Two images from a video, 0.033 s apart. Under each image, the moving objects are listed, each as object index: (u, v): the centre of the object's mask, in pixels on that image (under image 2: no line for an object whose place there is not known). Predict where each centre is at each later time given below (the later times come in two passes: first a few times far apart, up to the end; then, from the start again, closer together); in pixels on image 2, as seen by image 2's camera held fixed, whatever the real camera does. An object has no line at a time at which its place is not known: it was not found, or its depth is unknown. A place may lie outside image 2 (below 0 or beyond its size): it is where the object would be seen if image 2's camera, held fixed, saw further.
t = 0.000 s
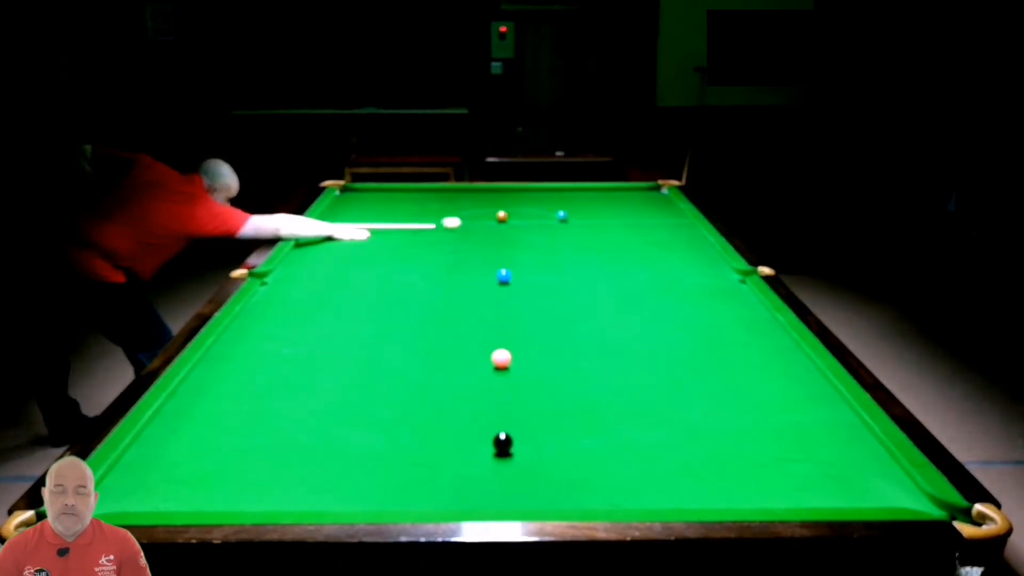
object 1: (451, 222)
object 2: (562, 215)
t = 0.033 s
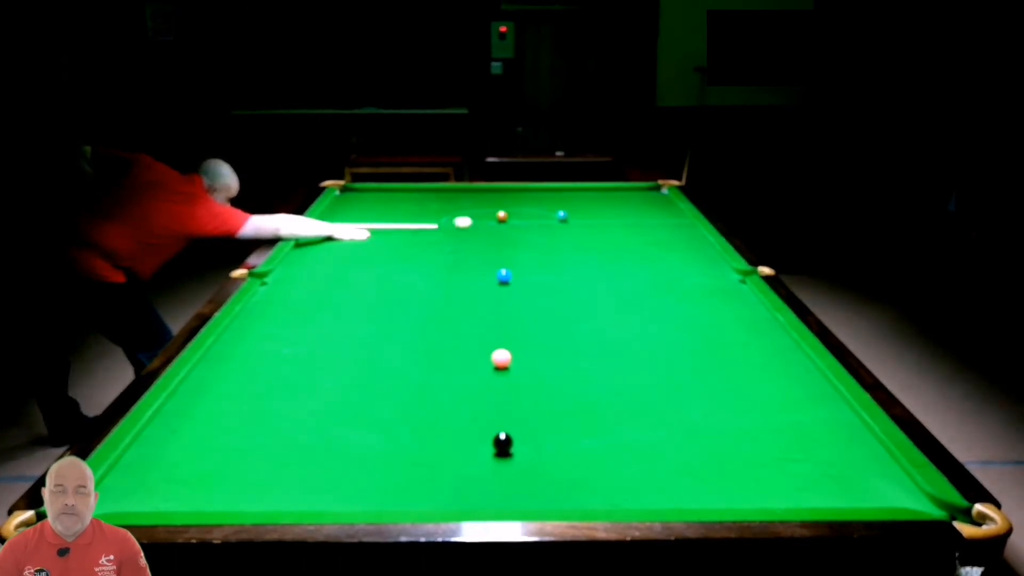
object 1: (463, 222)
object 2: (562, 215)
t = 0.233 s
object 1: (516, 219)
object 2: (562, 215)
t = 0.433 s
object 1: (558, 217)
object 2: (566, 213)
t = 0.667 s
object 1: (590, 220)
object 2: (578, 210)
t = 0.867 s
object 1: (619, 222)
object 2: (589, 207)
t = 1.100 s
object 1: (652, 223)
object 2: (601, 203)
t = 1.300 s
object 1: (680, 225)
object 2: (610, 201)
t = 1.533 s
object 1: (678, 226)
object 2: (620, 198)
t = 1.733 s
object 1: (664, 227)
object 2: (629, 196)
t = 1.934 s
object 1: (650, 227)
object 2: (636, 193)
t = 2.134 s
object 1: (636, 228)
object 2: (644, 191)
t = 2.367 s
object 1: (622, 228)
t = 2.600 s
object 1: (608, 229)
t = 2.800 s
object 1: (598, 229)
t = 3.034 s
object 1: (586, 230)
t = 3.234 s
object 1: (577, 230)
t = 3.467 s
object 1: (567, 231)
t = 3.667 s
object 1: (559, 231)
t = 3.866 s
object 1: (553, 231)
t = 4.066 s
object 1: (547, 232)
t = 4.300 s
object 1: (541, 232)
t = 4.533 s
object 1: (536, 232)
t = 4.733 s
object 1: (533, 232)
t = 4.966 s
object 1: (530, 233)
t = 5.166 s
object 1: (529, 233)
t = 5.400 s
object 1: (527, 233)
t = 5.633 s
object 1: (526, 233)
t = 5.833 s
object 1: (527, 233)
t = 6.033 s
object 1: (527, 233)
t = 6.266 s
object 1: (527, 233)
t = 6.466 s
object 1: (527, 233)
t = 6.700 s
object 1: (527, 233)
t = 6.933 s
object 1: (527, 233)
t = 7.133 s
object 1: (527, 233)
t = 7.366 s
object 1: (527, 233)
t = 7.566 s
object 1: (527, 233)
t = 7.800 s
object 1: (527, 233)
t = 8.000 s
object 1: (527, 233)
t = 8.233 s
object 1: (527, 233)
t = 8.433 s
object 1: (527, 233)
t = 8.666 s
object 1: (527, 233)
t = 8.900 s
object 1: (527, 233)
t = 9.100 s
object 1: (527, 233)
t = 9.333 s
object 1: (527, 233)
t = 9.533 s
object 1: (527, 233)
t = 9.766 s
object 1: (527, 233)
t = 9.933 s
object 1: (527, 233)
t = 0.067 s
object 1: (473, 222)
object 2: (562, 215)
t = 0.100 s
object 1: (483, 221)
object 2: (562, 215)
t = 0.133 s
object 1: (491, 221)
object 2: (562, 215)
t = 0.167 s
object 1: (501, 220)
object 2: (562, 215)
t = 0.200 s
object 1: (509, 220)
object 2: (562, 215)
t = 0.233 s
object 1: (516, 219)
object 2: (562, 215)
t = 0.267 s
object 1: (523, 219)
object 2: (562, 215)
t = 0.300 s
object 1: (531, 218)
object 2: (562, 215)
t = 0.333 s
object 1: (538, 218)
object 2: (562, 215)
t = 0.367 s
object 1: (545, 218)
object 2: (562, 215)
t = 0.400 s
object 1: (551, 217)
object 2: (562, 215)
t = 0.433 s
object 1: (558, 217)
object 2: (566, 213)
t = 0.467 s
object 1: (562, 218)
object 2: (568, 212)
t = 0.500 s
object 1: (566, 218)
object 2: (567, 211)
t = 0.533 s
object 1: (571, 219)
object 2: (569, 210)
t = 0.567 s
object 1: (576, 219)
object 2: (571, 210)
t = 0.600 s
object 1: (581, 219)
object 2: (574, 210)
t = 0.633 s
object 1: (586, 219)
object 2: (576, 211)
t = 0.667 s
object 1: (590, 220)
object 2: (578, 210)
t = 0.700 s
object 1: (595, 220)
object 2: (580, 210)
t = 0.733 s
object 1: (600, 220)
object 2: (582, 209)
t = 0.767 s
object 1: (605, 221)
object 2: (584, 209)
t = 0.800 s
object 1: (610, 221)
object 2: (585, 208)
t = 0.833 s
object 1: (614, 221)
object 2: (587, 208)
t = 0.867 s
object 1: (619, 222)
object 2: (589, 207)
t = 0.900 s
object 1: (624, 222)
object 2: (591, 207)
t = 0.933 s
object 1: (628, 222)
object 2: (592, 206)
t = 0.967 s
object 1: (633, 222)
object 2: (594, 205)
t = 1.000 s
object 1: (638, 223)
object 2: (596, 205)
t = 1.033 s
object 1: (643, 223)
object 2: (597, 205)
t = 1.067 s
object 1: (647, 223)
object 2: (599, 204)
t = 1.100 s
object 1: (652, 223)
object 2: (601, 203)
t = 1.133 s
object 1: (657, 224)
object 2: (602, 203)
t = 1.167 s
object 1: (661, 224)
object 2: (604, 203)
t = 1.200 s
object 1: (666, 224)
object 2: (605, 202)
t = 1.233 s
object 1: (671, 224)
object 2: (607, 202)
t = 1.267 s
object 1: (675, 225)
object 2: (609, 201)
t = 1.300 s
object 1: (680, 225)
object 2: (610, 201)
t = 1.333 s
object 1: (684, 225)
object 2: (612, 200)
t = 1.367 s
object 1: (689, 225)
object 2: (613, 200)
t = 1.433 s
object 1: (686, 226)
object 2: (616, 199)
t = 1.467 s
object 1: (683, 226)
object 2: (618, 199)
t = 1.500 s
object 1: (681, 226)
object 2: (619, 198)
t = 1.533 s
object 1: (678, 226)
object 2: (620, 198)
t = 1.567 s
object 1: (676, 226)
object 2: (622, 197)
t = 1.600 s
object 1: (673, 226)
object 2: (623, 197)
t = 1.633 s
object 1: (671, 227)
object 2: (625, 197)
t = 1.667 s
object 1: (668, 227)
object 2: (626, 196)
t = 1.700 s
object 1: (666, 227)
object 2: (627, 196)
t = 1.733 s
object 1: (664, 227)
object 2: (629, 196)
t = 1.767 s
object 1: (661, 227)
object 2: (630, 195)
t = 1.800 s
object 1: (659, 227)
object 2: (632, 195)
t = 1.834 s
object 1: (657, 227)
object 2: (633, 194)
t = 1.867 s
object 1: (654, 227)
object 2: (634, 194)
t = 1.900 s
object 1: (652, 227)
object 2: (635, 194)
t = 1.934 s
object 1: (650, 227)
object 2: (636, 193)
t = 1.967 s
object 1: (648, 227)
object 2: (638, 193)
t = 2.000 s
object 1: (645, 228)
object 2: (639, 192)
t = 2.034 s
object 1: (643, 228)
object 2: (640, 192)
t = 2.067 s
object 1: (641, 228)
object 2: (641, 192)
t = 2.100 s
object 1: (639, 228)
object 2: (643, 192)
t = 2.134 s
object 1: (636, 228)
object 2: (644, 191)
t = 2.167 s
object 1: (634, 228)
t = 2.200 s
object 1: (632, 228)
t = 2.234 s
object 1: (630, 228)
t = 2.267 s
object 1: (628, 228)
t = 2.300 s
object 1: (626, 228)
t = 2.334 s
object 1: (624, 228)
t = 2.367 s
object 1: (622, 228)
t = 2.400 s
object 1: (620, 228)
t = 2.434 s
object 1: (618, 229)
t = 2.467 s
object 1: (616, 229)
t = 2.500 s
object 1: (614, 229)
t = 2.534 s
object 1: (612, 229)
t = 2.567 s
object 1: (610, 229)
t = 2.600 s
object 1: (608, 229)
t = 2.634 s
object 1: (606, 229)
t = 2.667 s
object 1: (605, 229)
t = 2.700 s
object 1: (603, 229)
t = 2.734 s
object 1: (601, 229)
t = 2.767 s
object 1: (599, 229)
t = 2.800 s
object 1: (598, 229)
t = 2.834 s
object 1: (596, 230)
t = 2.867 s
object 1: (594, 230)
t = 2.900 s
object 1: (593, 230)
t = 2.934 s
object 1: (591, 230)
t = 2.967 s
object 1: (589, 230)
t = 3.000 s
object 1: (588, 230)
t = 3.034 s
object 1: (586, 230)
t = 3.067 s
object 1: (585, 230)
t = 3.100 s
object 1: (583, 230)
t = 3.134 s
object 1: (581, 230)
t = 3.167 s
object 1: (580, 230)
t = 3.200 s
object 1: (578, 230)
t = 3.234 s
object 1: (577, 230)
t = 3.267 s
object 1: (575, 230)
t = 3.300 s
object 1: (574, 230)
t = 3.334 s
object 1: (572, 231)
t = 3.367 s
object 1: (571, 231)
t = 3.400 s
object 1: (570, 231)
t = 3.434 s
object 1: (568, 231)
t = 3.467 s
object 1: (567, 231)
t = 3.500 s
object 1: (566, 231)
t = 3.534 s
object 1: (564, 231)
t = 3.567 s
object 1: (563, 231)
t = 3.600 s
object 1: (562, 231)
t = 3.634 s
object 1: (561, 231)
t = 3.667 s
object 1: (559, 231)
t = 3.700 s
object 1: (558, 231)
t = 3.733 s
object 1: (557, 231)
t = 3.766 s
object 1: (556, 231)
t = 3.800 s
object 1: (555, 231)
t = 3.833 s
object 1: (554, 231)
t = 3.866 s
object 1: (553, 231)
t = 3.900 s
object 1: (552, 231)
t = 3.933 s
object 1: (551, 231)
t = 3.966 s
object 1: (550, 232)
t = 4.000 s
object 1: (549, 232)
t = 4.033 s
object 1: (548, 232)
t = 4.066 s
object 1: (547, 232)
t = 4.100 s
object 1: (546, 232)
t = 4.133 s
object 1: (545, 232)
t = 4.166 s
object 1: (544, 232)
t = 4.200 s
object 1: (544, 232)
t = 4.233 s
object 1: (543, 232)
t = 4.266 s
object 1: (542, 232)
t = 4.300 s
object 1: (541, 232)
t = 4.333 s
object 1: (540, 232)
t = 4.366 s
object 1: (539, 232)
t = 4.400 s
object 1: (539, 232)
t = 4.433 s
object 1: (538, 232)
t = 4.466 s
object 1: (537, 232)
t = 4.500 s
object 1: (537, 232)
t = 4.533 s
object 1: (536, 232)
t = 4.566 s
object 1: (535, 232)
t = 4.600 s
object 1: (535, 232)
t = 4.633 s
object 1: (534, 232)
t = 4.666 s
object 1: (534, 232)
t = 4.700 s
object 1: (533, 232)
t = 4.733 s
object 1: (533, 232)
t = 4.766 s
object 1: (532, 232)
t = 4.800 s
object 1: (532, 233)
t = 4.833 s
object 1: (532, 233)
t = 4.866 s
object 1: (531, 233)
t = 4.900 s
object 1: (531, 233)
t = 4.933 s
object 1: (530, 233)
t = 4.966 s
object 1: (530, 233)
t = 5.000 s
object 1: (530, 233)
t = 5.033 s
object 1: (530, 233)
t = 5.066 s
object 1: (529, 233)
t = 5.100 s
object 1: (529, 233)
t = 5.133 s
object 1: (529, 233)
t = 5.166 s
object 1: (529, 233)
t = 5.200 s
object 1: (528, 233)
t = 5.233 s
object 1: (528, 233)
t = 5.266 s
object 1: (528, 233)
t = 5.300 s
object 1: (528, 233)
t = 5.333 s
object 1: (528, 233)
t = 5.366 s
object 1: (527, 233)
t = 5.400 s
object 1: (527, 233)
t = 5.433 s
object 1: (527, 233)
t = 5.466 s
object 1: (528, 233)
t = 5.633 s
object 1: (526, 233)
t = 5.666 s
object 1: (527, 233)
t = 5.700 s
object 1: (527, 233)
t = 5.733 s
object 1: (527, 233)
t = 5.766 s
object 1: (527, 233)
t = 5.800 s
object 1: (527, 233)
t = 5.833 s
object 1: (527, 233)
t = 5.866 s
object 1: (527, 233)
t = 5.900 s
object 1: (527, 233)
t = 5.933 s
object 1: (527, 233)
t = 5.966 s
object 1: (527, 233)
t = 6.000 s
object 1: (527, 233)
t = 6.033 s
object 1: (527, 233)
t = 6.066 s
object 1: (527, 233)
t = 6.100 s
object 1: (527, 233)
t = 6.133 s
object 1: (527, 233)
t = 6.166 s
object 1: (527, 233)
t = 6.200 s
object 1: (527, 233)
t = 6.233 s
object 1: (527, 233)
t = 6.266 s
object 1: (527, 233)
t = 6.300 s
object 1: (527, 233)
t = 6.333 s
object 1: (527, 233)
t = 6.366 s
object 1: (527, 233)
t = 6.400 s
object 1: (527, 233)
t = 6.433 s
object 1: (527, 233)
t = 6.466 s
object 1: (527, 233)
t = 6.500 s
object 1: (527, 233)
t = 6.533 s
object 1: (527, 233)
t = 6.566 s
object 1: (527, 233)
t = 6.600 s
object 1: (527, 233)
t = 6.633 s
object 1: (527, 233)
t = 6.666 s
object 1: (527, 233)
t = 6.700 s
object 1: (527, 233)
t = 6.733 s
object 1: (527, 233)
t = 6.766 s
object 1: (527, 233)
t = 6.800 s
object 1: (527, 233)
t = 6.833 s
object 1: (527, 233)
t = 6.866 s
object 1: (527, 233)
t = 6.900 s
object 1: (527, 233)
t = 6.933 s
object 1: (527, 233)
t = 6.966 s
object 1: (527, 233)
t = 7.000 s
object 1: (527, 233)
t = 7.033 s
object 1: (527, 233)
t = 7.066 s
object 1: (527, 233)
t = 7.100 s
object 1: (527, 233)
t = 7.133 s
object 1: (527, 233)
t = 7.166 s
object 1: (527, 233)
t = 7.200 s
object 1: (527, 233)
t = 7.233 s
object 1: (527, 233)
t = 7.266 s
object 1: (527, 233)
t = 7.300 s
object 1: (527, 233)
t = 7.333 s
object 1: (527, 233)
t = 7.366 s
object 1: (527, 233)
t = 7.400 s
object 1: (527, 233)
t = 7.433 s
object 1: (527, 233)
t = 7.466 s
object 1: (527, 233)
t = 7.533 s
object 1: (527, 233)
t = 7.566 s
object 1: (527, 233)
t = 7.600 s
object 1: (527, 233)
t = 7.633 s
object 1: (527, 233)
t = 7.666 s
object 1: (527, 233)
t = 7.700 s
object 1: (527, 233)
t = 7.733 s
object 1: (527, 233)
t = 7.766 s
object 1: (527, 233)
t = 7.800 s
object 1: (527, 233)
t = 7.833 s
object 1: (527, 233)
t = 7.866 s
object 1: (527, 233)
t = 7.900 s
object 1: (527, 233)
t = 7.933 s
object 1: (527, 233)
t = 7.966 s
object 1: (527, 233)
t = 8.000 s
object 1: (527, 233)
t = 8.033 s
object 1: (527, 233)
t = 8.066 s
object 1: (527, 233)
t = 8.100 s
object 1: (527, 233)
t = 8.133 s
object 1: (527, 233)
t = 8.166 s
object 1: (527, 233)
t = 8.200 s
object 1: (527, 233)
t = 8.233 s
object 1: (527, 233)
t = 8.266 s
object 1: (527, 233)
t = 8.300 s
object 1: (527, 233)
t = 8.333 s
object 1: (527, 233)
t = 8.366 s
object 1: (527, 233)
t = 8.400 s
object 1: (527, 233)
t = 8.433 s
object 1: (527, 233)
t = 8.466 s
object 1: (527, 233)
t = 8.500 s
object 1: (527, 233)
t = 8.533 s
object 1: (527, 233)
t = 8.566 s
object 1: (527, 233)
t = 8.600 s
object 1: (527, 233)
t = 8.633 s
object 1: (527, 233)
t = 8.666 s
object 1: (527, 233)
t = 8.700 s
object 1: (527, 233)
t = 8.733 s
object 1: (527, 233)
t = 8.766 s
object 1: (527, 233)
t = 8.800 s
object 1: (527, 233)
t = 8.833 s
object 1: (527, 233)
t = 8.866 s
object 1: (527, 233)
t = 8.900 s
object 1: (527, 233)
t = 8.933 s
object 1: (527, 233)
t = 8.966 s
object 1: (527, 233)
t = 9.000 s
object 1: (527, 233)
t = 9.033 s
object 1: (527, 233)
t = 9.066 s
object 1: (527, 233)
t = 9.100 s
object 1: (527, 233)
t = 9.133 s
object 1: (527, 233)
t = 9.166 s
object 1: (527, 233)
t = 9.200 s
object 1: (527, 233)
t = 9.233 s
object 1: (527, 233)
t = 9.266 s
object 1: (527, 233)
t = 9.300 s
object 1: (527, 233)
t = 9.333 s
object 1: (527, 233)
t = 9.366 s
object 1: (527, 233)
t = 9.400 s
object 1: (527, 233)
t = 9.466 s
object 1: (527, 233)
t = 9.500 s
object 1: (527, 233)
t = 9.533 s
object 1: (527, 233)
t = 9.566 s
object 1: (527, 233)
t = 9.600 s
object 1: (527, 233)
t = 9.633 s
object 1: (527, 233)
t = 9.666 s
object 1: (527, 233)
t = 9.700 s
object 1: (527, 233)
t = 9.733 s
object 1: (527, 233)
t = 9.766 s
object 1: (527, 233)
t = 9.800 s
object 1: (527, 233)
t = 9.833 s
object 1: (527, 233)
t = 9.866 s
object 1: (527, 233)
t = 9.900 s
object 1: (527, 233)
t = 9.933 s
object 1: (527, 233)
